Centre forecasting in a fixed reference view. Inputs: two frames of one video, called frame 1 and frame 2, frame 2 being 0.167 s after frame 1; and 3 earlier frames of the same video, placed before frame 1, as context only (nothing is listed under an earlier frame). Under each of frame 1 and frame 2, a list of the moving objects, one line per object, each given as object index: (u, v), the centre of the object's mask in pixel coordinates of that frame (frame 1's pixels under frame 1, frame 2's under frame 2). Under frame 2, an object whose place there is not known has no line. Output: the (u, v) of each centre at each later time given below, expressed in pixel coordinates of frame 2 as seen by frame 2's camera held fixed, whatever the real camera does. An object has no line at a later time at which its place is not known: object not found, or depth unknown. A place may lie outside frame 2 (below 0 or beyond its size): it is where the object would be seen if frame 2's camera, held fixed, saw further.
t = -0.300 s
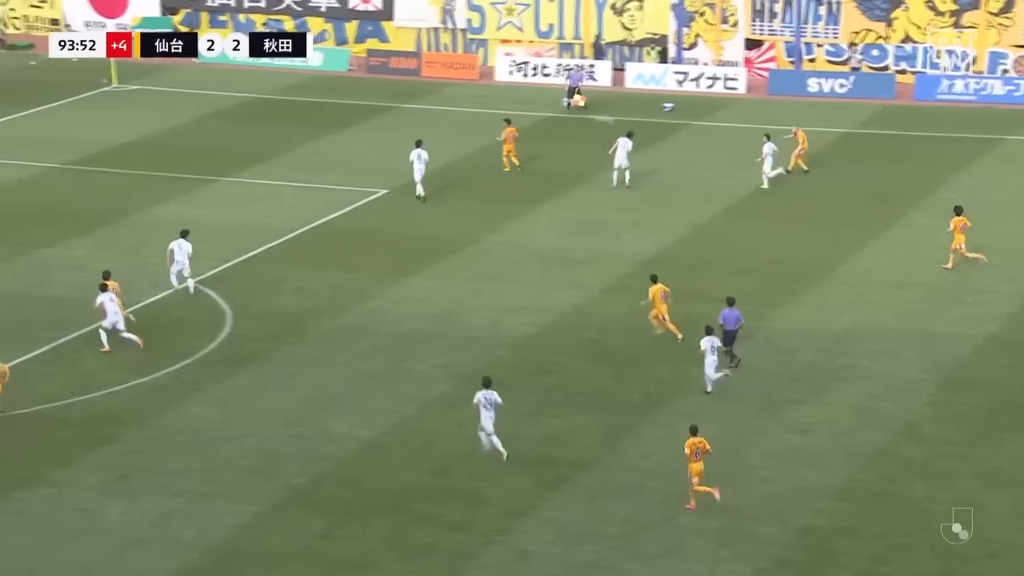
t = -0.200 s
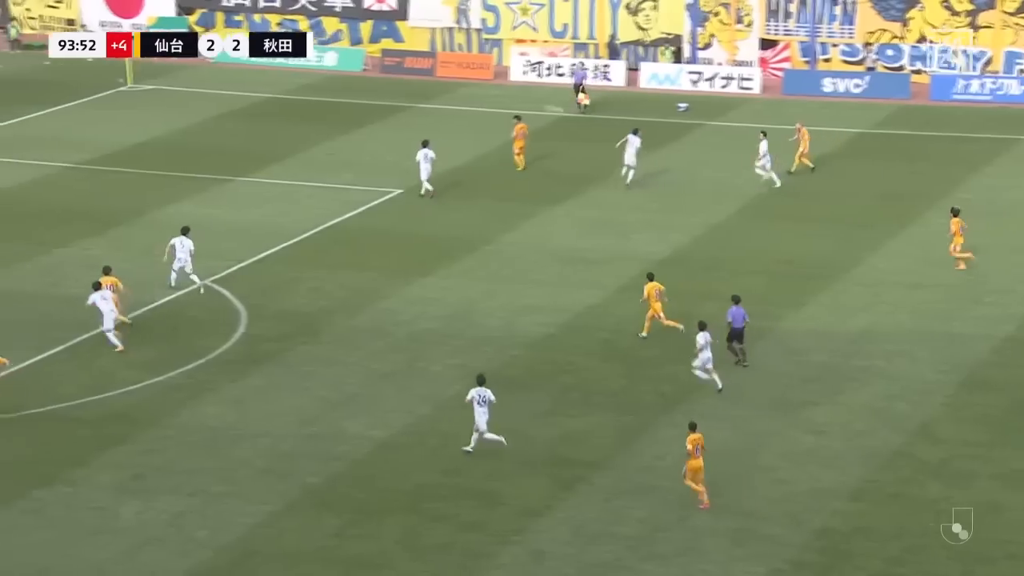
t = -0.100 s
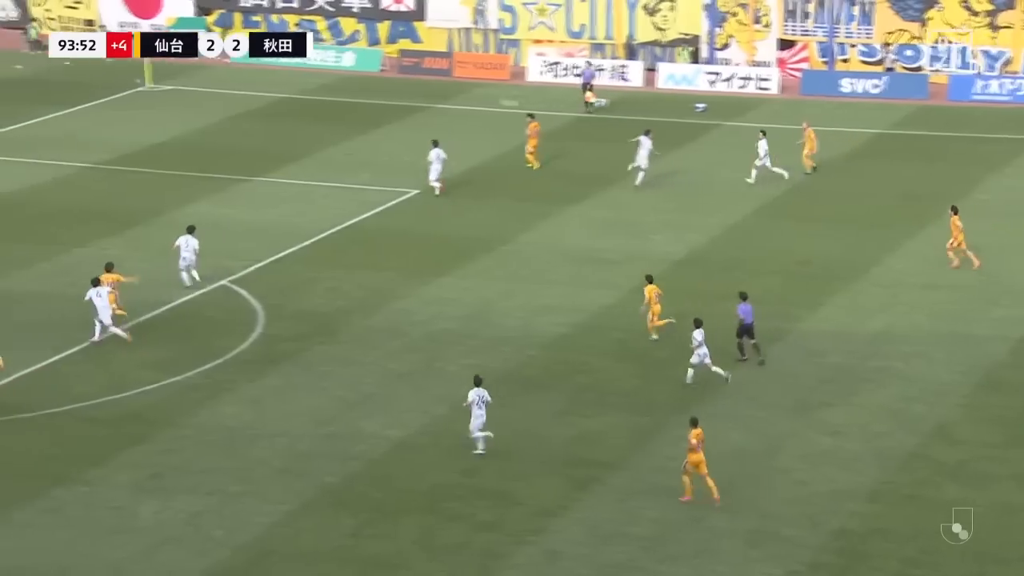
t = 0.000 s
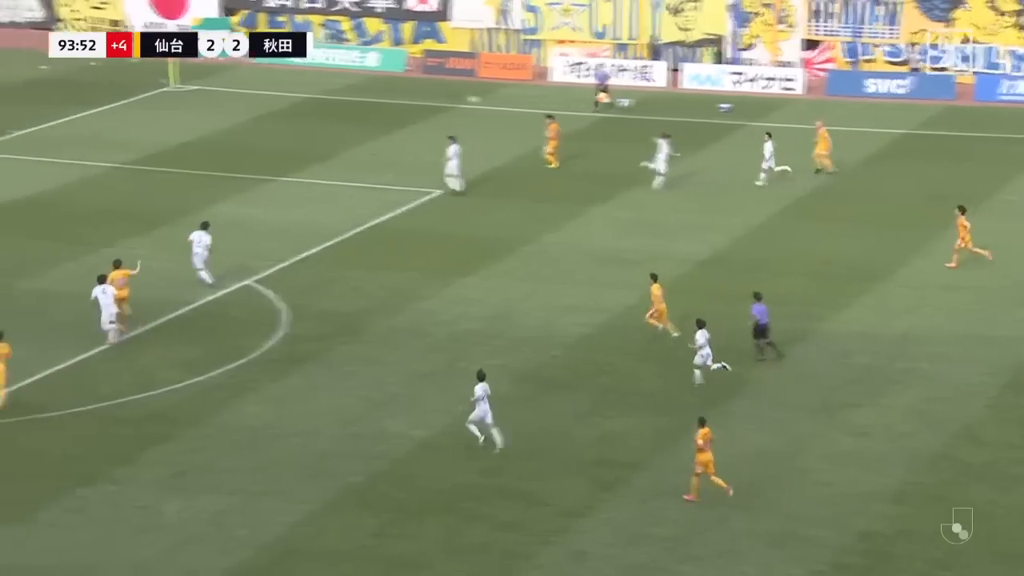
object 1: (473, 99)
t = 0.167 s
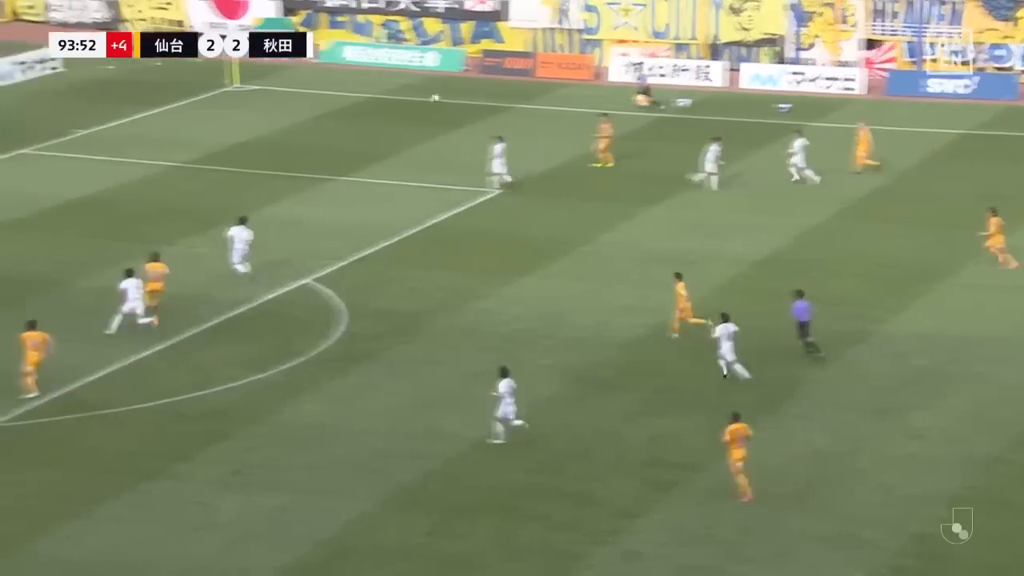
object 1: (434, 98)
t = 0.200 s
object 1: (418, 98)
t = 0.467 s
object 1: (271, 118)
